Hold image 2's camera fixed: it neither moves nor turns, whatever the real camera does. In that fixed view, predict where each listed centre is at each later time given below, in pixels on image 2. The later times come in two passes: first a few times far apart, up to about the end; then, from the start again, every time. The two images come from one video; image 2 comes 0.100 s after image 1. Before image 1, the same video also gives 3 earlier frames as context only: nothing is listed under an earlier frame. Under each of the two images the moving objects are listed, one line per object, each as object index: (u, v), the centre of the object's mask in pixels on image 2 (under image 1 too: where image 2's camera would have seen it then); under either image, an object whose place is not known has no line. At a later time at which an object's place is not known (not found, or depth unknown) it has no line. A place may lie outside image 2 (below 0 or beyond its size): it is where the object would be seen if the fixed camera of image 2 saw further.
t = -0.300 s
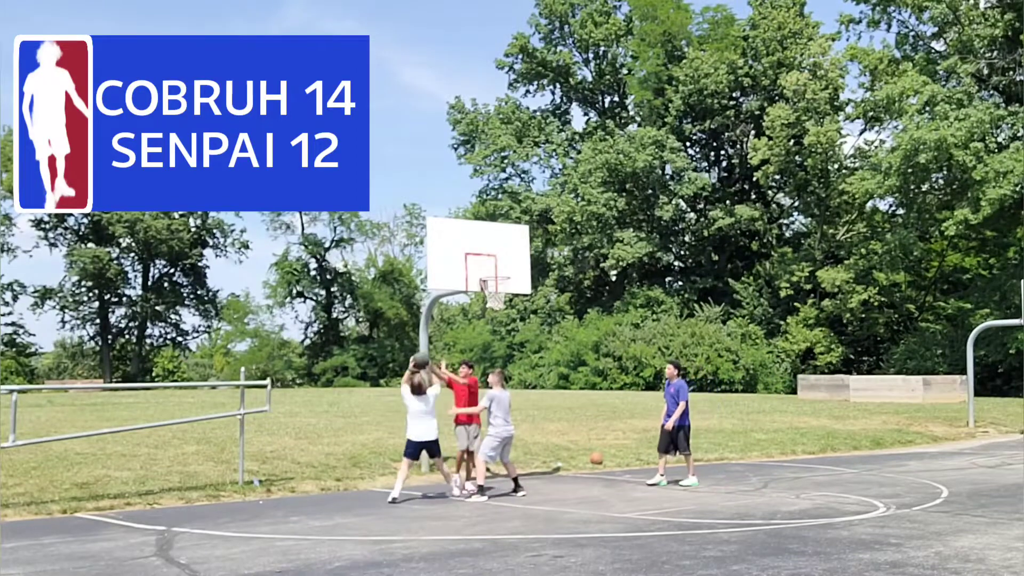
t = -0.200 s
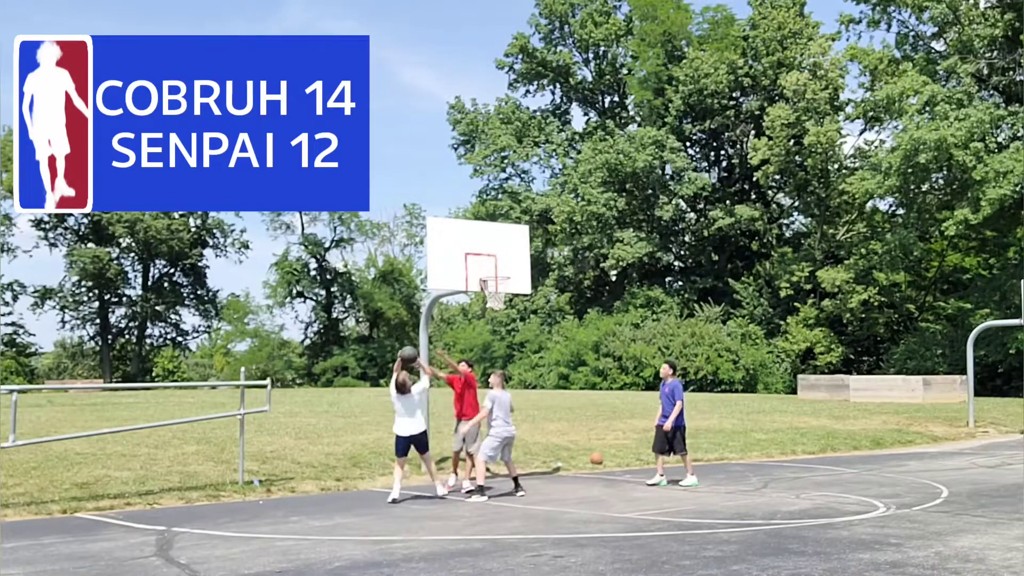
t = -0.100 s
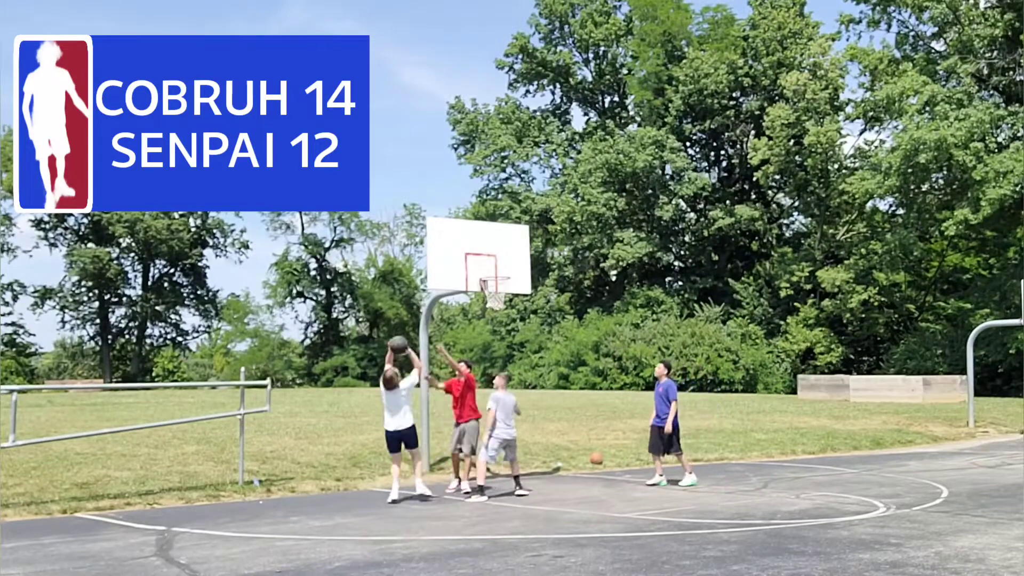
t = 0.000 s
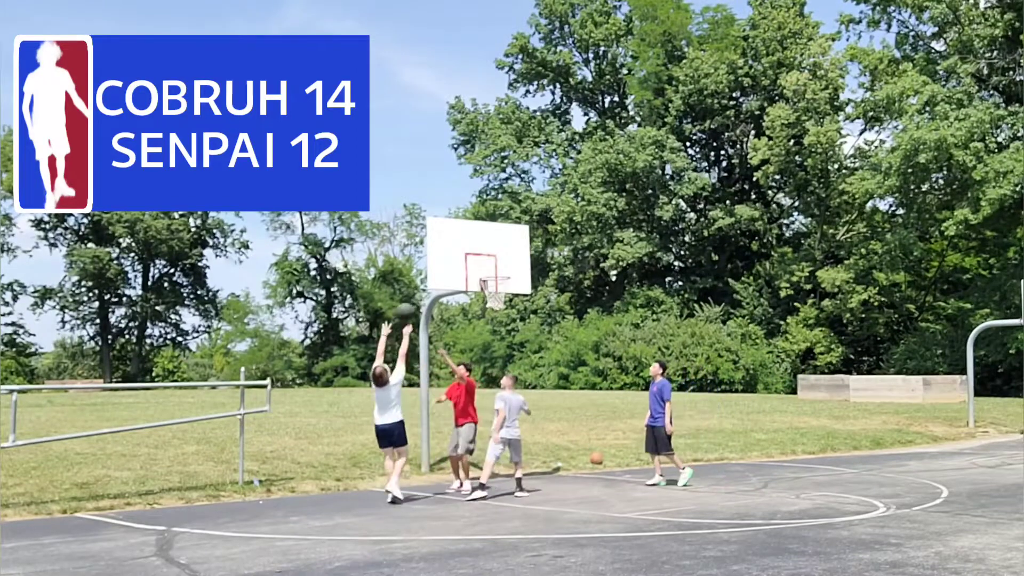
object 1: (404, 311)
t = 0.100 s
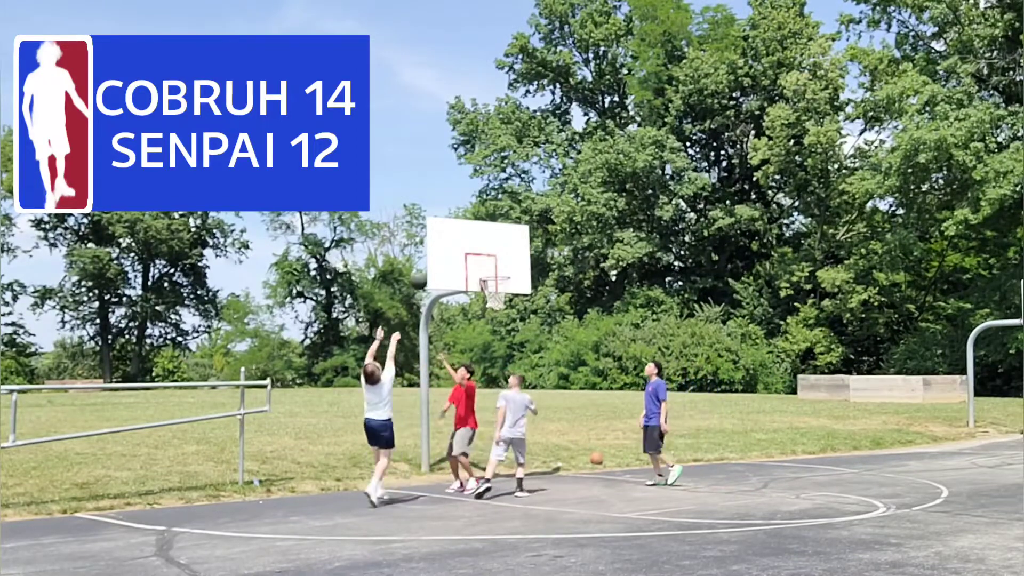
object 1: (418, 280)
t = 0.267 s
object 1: (440, 248)
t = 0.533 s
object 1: (473, 238)
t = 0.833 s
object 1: (501, 264)
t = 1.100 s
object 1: (500, 236)
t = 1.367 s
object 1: (500, 249)
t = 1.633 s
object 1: (507, 287)
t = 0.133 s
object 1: (423, 273)
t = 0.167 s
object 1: (427, 265)
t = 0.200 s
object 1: (432, 258)
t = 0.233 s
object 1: (436, 253)
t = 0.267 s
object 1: (440, 248)
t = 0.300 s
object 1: (445, 244)
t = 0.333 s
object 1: (449, 241)
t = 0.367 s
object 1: (453, 238)
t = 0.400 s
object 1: (457, 237)
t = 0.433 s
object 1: (461, 236)
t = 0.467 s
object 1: (465, 236)
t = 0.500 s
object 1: (469, 237)
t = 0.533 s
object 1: (473, 238)
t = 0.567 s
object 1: (476, 240)
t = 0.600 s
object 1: (480, 243)
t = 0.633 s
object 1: (484, 247)
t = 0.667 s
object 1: (488, 251)
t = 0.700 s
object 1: (491, 256)
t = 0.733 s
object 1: (495, 262)
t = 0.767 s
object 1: (498, 268)
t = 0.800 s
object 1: (501, 271)
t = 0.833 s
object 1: (501, 264)
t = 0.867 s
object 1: (501, 258)
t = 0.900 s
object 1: (501, 253)
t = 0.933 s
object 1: (501, 248)
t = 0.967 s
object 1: (501, 244)
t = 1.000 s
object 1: (500, 241)
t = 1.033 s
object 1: (500, 239)
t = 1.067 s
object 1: (500, 237)
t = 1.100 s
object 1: (500, 236)
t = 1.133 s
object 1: (500, 235)
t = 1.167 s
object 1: (500, 235)
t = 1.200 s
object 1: (500, 236)
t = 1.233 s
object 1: (500, 237)
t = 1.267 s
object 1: (500, 240)
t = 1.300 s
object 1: (500, 242)
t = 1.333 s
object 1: (500, 246)
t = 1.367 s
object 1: (500, 249)
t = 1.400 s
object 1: (501, 252)
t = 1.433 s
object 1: (502, 255)
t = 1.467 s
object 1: (502, 258)
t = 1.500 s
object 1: (503, 263)
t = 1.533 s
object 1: (504, 268)
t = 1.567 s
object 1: (505, 274)
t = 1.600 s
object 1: (506, 280)
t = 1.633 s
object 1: (507, 287)
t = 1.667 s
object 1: (508, 296)
